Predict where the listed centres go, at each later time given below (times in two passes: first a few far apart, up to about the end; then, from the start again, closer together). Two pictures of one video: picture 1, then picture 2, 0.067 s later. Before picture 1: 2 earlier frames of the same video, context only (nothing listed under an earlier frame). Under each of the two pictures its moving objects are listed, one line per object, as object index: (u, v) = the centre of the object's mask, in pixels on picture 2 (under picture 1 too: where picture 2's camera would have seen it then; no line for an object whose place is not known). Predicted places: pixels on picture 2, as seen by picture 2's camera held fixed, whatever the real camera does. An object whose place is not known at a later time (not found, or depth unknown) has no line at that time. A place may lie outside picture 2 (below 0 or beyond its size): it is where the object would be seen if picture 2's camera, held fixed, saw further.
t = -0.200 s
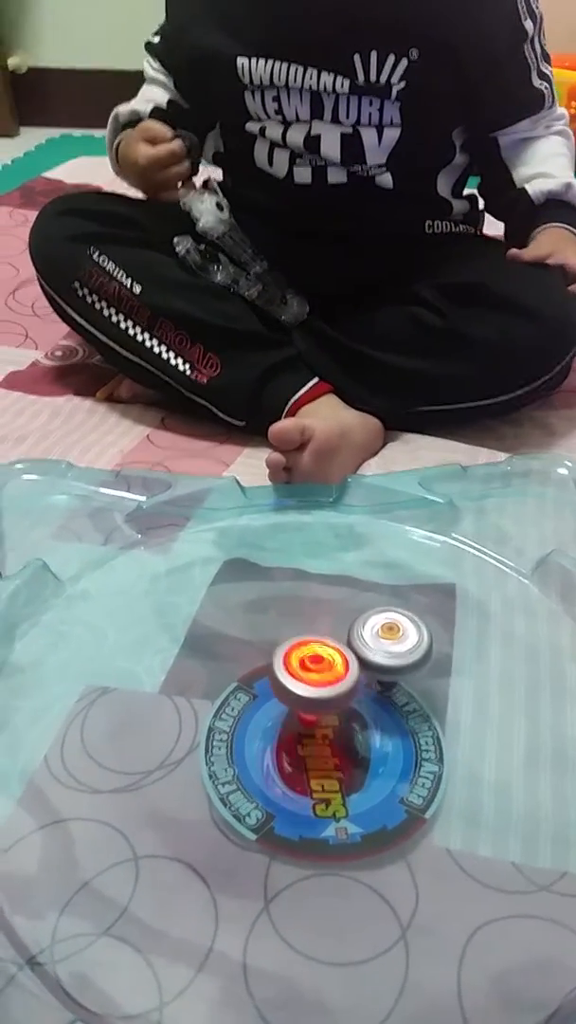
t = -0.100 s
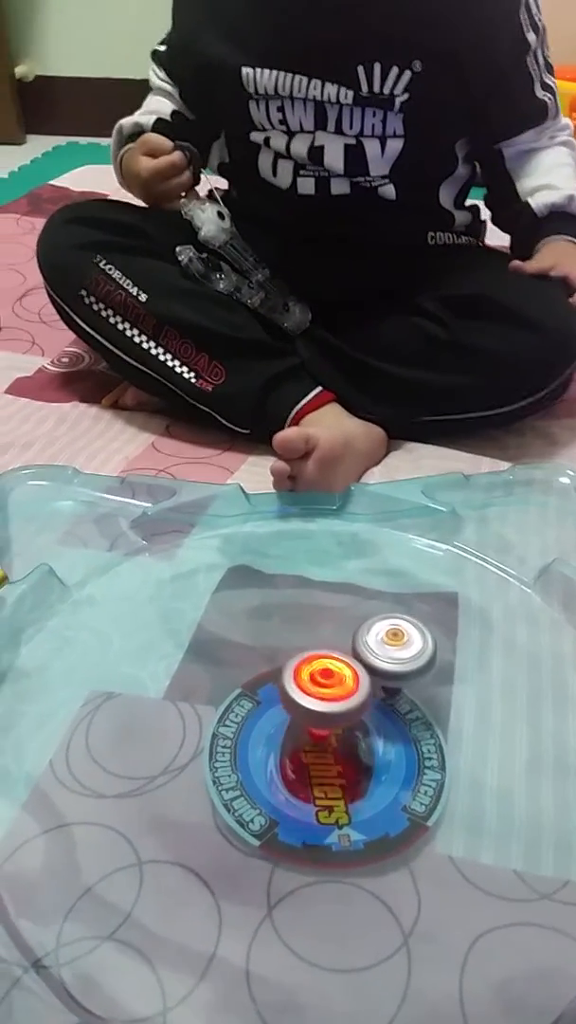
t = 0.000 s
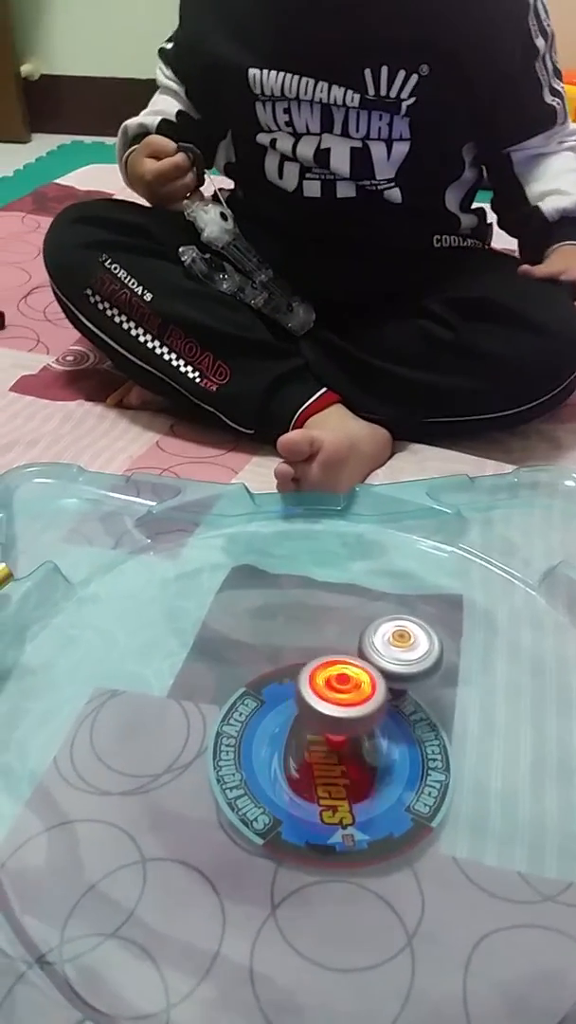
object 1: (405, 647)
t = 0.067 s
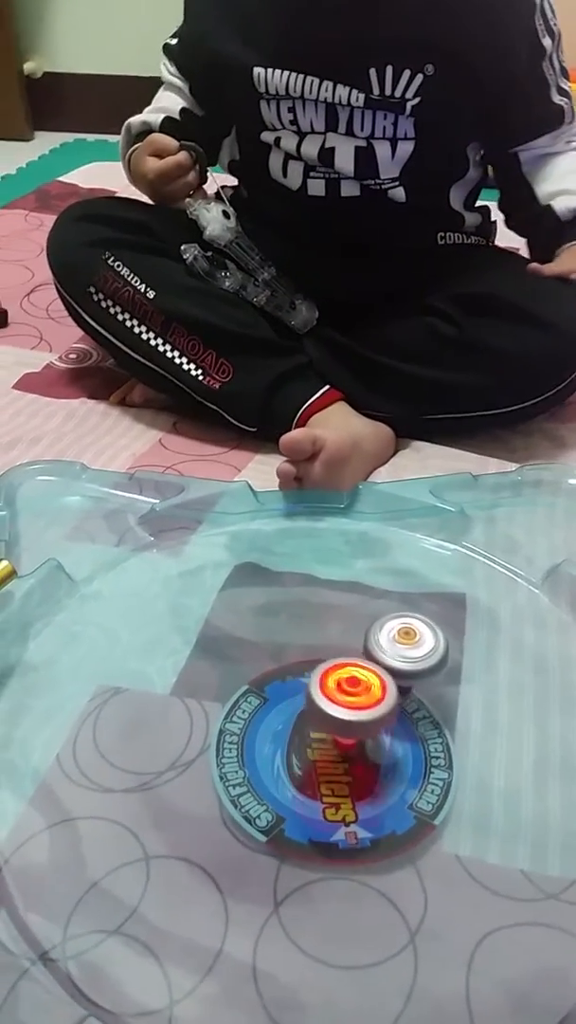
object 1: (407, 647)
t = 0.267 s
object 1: (412, 647)
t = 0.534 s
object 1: (406, 645)
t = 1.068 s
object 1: (360, 641)
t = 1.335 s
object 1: (340, 641)
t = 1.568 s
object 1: (326, 648)
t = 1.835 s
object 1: (313, 660)
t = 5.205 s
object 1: (422, 656)
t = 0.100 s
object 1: (408, 646)
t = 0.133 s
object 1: (409, 646)
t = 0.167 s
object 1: (410, 646)
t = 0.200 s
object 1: (411, 646)
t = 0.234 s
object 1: (412, 647)
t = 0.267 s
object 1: (412, 647)
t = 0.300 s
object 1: (412, 647)
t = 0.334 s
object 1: (412, 647)
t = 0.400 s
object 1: (413, 647)
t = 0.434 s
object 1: (410, 646)
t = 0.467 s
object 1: (409, 645)
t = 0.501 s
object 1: (407, 645)
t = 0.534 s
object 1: (406, 645)
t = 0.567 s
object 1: (403, 644)
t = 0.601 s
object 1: (401, 643)
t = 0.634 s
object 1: (398, 643)
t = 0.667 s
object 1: (395, 644)
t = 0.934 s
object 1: (371, 642)
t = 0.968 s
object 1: (368, 642)
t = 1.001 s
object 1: (365, 641)
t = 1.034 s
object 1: (363, 641)
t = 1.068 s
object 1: (360, 641)
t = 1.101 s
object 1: (358, 642)
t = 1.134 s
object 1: (355, 641)
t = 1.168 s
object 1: (352, 642)
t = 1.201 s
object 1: (349, 641)
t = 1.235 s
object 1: (346, 641)
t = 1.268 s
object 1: (343, 641)
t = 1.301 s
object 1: (342, 641)
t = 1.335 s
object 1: (340, 641)
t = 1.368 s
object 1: (340, 642)
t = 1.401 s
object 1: (337, 642)
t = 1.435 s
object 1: (335, 643)
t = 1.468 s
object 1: (334, 644)
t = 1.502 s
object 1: (331, 644)
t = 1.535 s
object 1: (329, 645)
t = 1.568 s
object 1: (326, 648)
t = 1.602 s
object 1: (325, 650)
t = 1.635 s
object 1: (323, 651)
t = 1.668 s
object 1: (320, 652)
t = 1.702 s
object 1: (318, 653)
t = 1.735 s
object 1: (317, 655)
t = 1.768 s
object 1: (316, 656)
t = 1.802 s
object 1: (315, 658)
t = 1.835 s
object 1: (313, 660)
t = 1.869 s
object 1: (311, 662)
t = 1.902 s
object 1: (310, 663)
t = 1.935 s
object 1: (309, 665)
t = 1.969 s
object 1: (310, 667)
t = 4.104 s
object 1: (424, 668)
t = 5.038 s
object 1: (414, 653)
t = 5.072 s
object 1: (415, 654)
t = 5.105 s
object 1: (416, 655)
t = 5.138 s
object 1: (418, 655)
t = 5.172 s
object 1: (420, 655)
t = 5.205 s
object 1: (422, 656)
